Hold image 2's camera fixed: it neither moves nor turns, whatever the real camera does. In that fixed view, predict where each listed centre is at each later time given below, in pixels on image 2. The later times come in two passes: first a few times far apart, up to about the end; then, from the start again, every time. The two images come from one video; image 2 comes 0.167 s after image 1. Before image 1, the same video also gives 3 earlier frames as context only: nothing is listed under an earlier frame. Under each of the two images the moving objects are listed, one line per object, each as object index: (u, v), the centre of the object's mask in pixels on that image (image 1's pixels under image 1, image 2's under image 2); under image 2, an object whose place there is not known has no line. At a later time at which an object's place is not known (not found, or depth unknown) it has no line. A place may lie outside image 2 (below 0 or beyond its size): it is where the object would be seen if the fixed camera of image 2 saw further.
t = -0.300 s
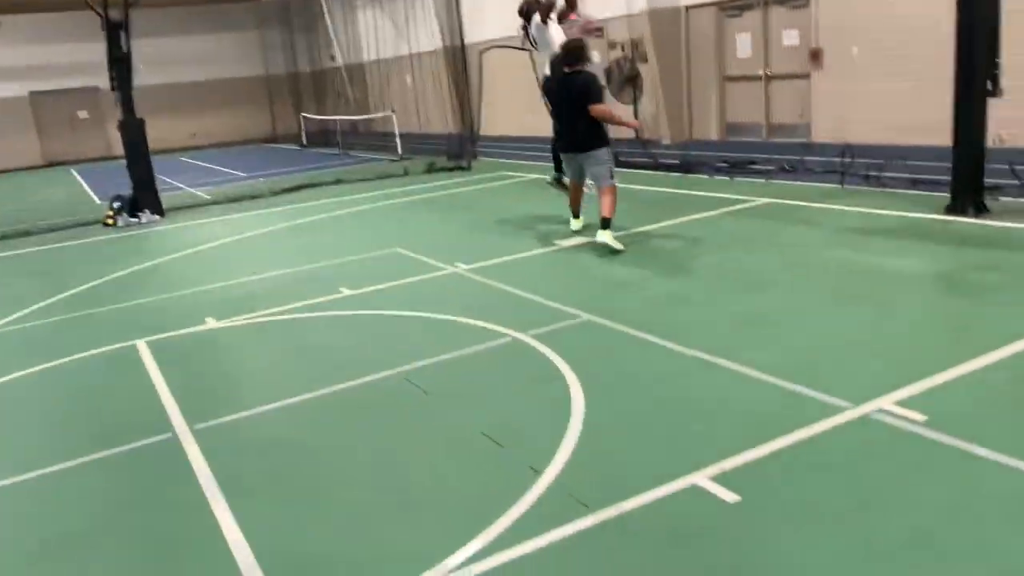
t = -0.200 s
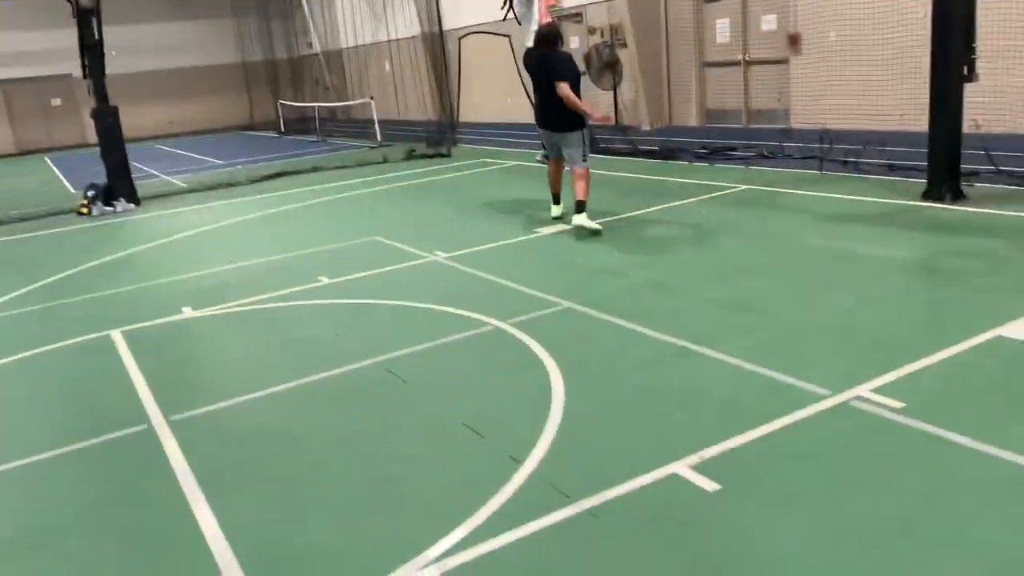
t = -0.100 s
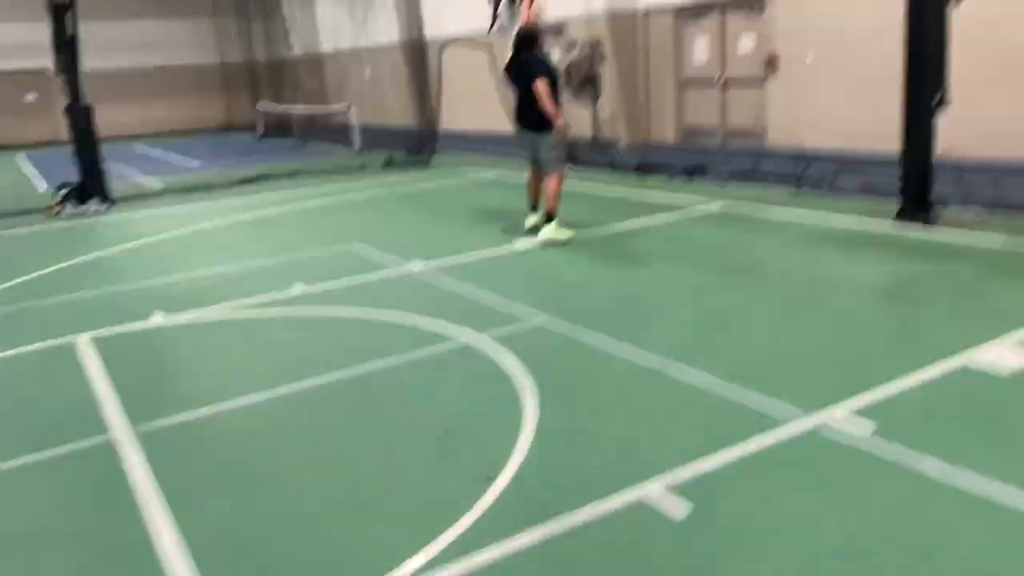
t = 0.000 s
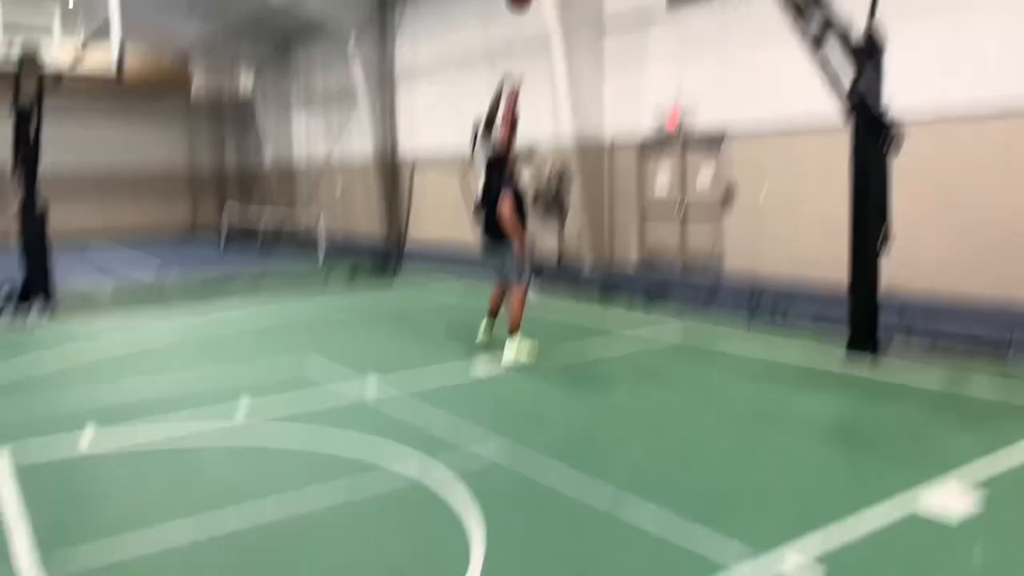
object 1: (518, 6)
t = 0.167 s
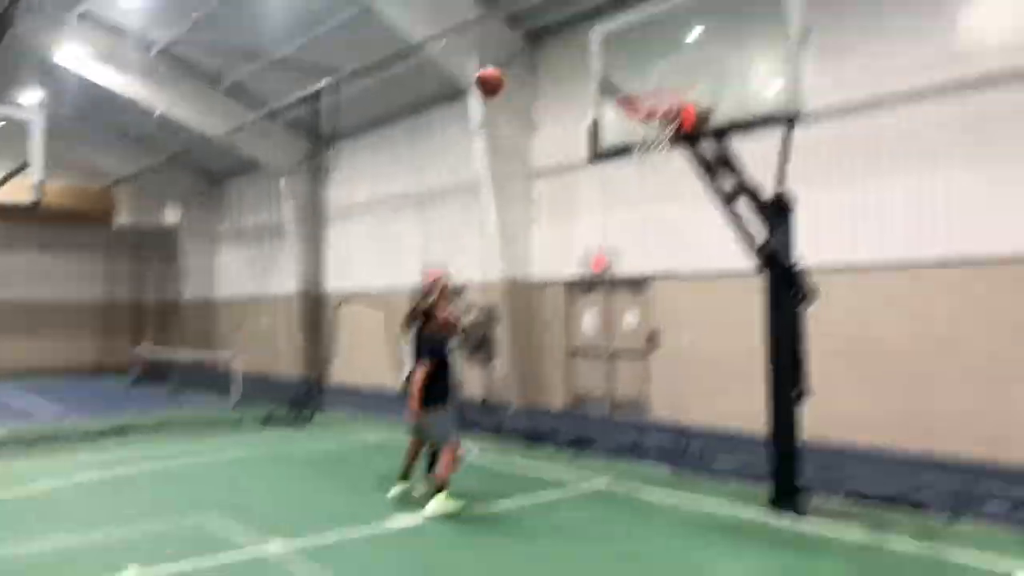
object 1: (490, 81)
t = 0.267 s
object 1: (515, 58)
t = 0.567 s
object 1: (606, 45)
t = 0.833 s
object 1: (670, 56)
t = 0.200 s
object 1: (499, 72)
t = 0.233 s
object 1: (506, 65)
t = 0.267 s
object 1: (515, 58)
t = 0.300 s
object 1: (524, 52)
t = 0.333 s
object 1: (533, 46)
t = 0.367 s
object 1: (542, 41)
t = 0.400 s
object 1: (552, 39)
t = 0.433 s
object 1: (563, 38)
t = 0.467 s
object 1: (573, 38)
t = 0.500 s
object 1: (584, 39)
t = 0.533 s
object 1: (595, 42)
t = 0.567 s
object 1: (606, 45)
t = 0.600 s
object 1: (617, 49)
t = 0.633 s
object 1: (629, 56)
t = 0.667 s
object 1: (642, 66)
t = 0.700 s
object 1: (654, 75)
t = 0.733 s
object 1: (666, 84)
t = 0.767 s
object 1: (667, 75)
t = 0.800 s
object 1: (668, 65)
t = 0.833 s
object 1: (670, 56)
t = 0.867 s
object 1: (672, 50)
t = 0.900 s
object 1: (673, 45)
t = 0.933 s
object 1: (674, 40)
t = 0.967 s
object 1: (675, 38)
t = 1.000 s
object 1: (677, 38)
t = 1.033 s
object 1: (678, 38)
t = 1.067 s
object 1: (680, 41)
